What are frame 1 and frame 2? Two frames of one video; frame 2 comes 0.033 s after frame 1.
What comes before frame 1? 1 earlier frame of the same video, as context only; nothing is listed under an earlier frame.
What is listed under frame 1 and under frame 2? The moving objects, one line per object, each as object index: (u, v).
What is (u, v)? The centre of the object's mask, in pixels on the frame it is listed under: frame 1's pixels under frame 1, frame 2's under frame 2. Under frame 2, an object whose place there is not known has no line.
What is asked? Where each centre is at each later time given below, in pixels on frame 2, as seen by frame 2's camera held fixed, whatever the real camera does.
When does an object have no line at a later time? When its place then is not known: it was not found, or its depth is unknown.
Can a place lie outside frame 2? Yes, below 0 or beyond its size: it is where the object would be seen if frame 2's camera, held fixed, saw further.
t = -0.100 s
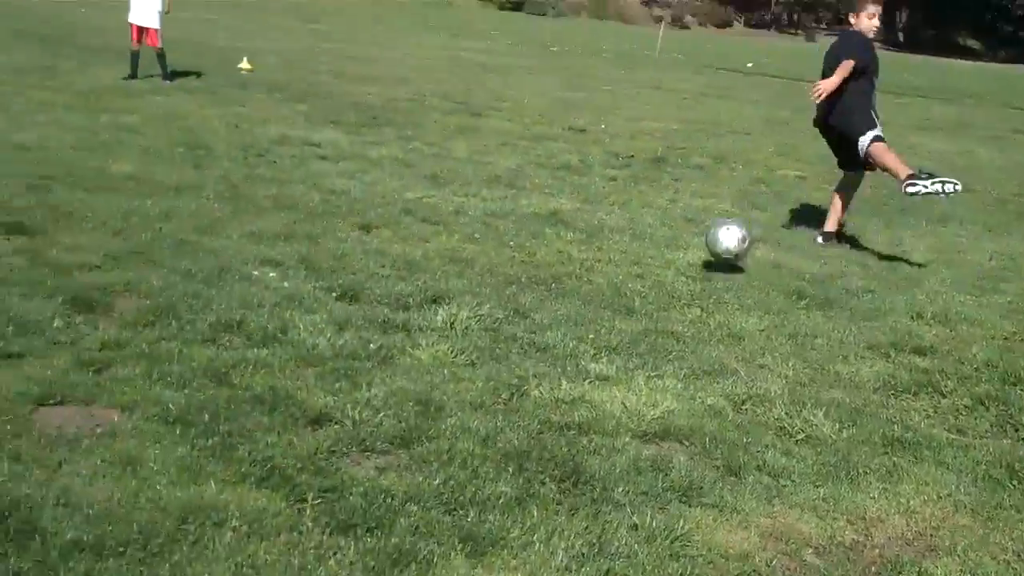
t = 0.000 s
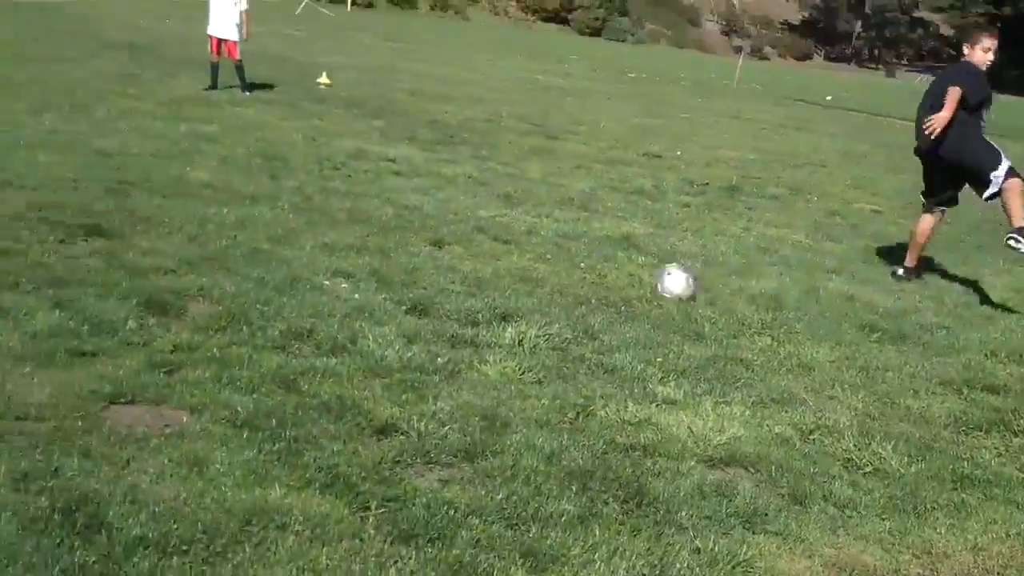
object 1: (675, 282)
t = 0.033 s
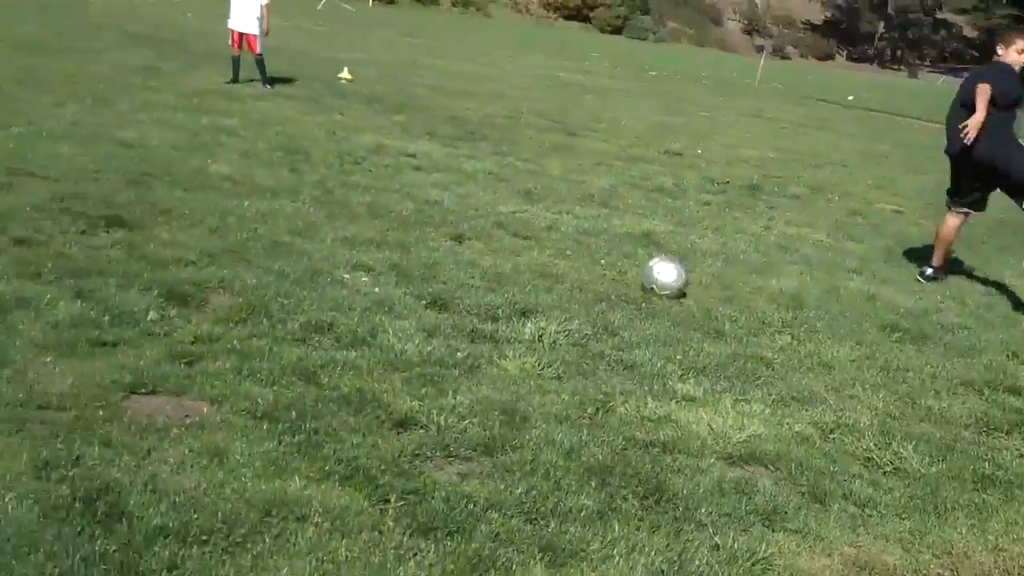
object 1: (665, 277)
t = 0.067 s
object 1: (639, 272)
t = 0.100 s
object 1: (609, 270)
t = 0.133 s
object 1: (580, 268)
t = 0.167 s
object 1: (550, 266)
